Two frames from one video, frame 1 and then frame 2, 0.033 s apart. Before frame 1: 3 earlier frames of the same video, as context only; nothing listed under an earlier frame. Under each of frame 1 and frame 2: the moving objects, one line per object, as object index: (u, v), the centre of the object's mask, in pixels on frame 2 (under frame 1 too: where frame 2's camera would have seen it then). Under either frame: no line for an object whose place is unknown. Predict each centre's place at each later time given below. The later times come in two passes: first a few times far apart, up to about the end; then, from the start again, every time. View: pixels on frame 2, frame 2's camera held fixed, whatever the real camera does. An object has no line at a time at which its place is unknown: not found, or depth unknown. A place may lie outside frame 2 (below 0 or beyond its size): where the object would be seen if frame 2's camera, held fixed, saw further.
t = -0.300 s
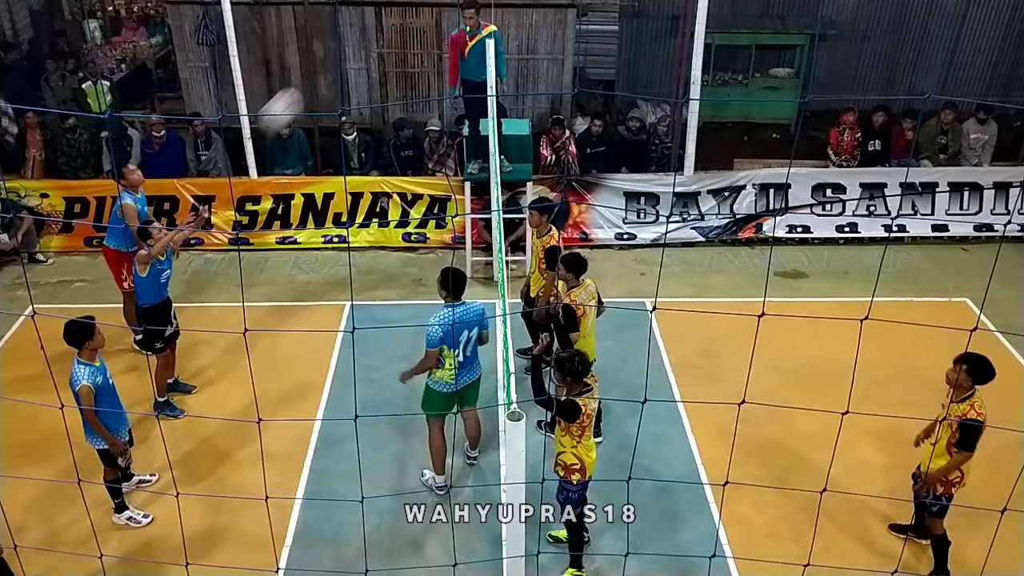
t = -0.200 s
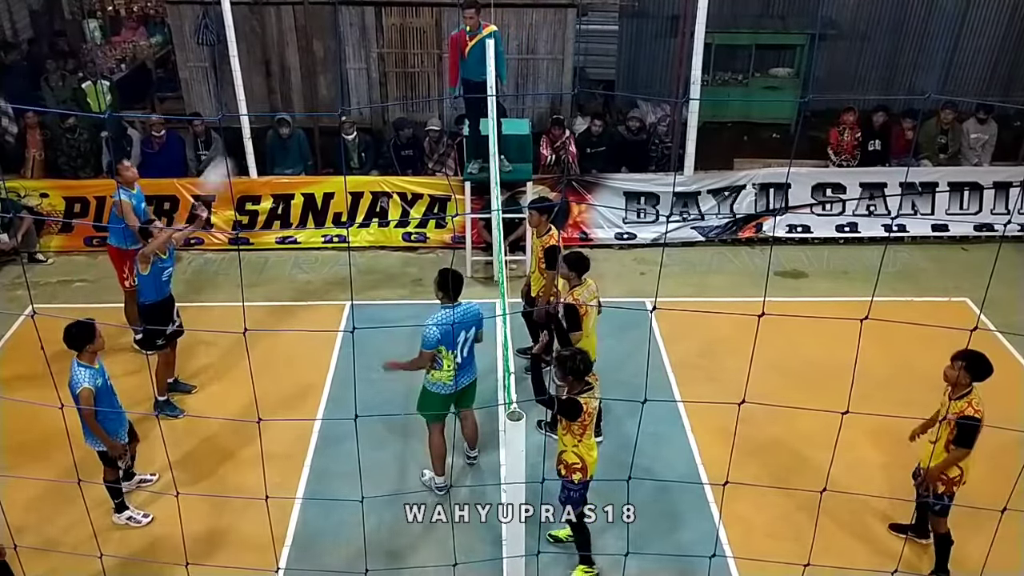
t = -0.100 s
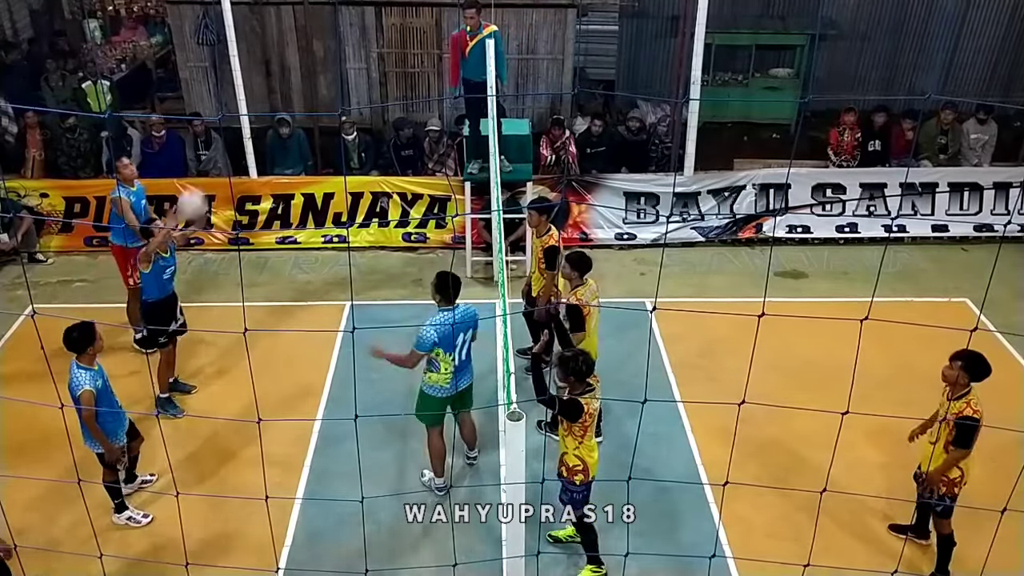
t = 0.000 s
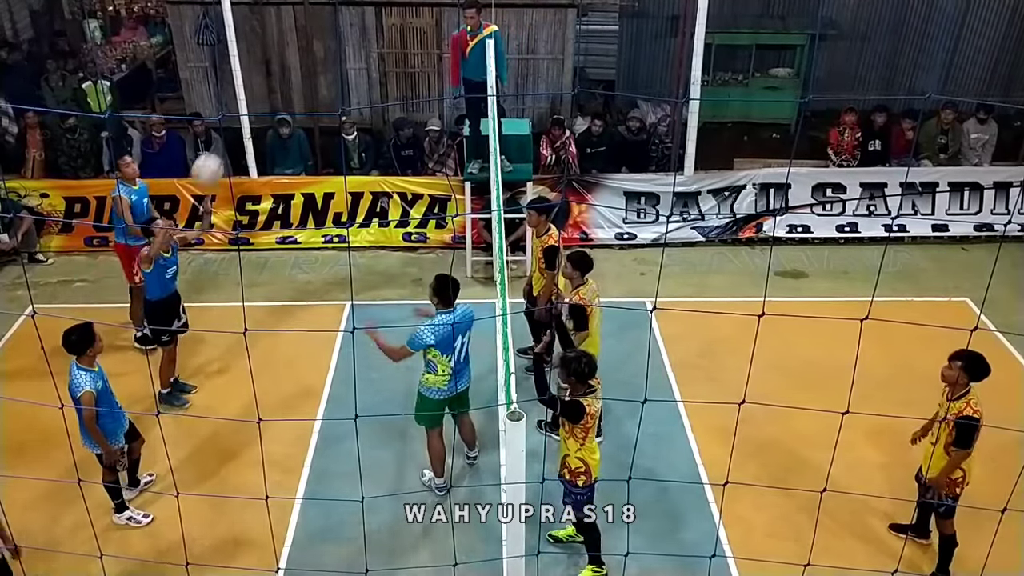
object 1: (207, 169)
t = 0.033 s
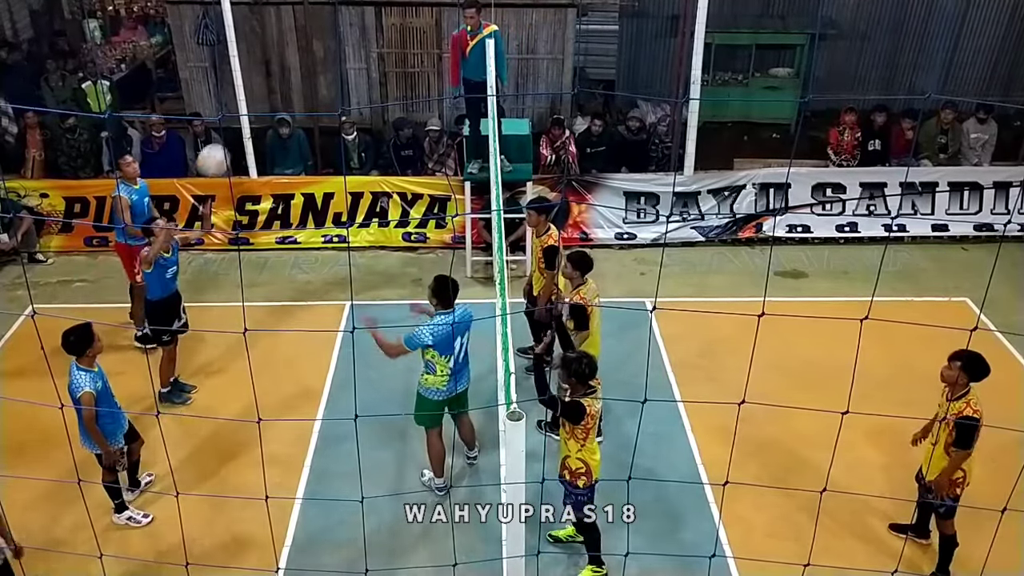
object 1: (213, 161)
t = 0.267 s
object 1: (266, 133)
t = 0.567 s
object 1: (350, 206)
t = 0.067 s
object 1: (219, 152)
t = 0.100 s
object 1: (226, 146)
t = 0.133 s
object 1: (231, 140)
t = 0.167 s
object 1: (241, 136)
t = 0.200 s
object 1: (248, 133)
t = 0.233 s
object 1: (257, 132)
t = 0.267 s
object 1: (266, 133)
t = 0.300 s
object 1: (273, 135)
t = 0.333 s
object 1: (282, 138)
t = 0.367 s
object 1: (291, 143)
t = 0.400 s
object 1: (300, 149)
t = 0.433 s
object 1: (310, 158)
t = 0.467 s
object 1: (319, 165)
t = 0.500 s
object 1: (329, 177)
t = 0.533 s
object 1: (340, 191)
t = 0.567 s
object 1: (350, 206)
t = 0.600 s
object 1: (361, 219)
